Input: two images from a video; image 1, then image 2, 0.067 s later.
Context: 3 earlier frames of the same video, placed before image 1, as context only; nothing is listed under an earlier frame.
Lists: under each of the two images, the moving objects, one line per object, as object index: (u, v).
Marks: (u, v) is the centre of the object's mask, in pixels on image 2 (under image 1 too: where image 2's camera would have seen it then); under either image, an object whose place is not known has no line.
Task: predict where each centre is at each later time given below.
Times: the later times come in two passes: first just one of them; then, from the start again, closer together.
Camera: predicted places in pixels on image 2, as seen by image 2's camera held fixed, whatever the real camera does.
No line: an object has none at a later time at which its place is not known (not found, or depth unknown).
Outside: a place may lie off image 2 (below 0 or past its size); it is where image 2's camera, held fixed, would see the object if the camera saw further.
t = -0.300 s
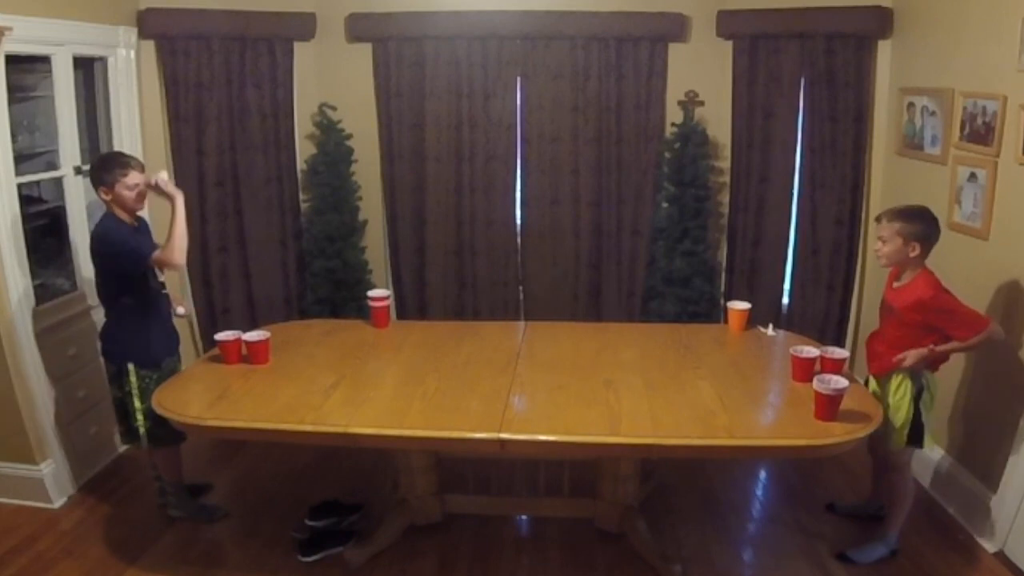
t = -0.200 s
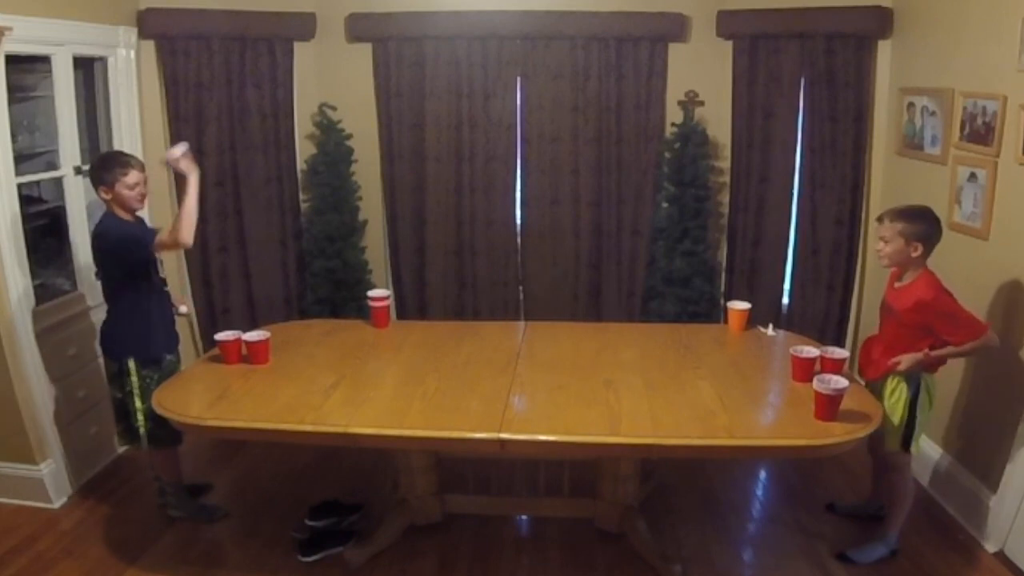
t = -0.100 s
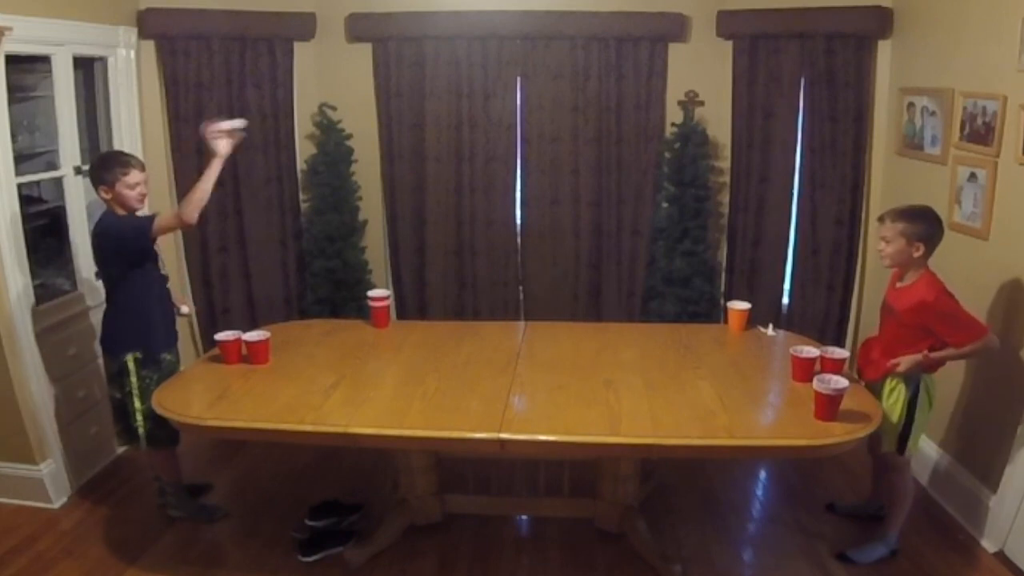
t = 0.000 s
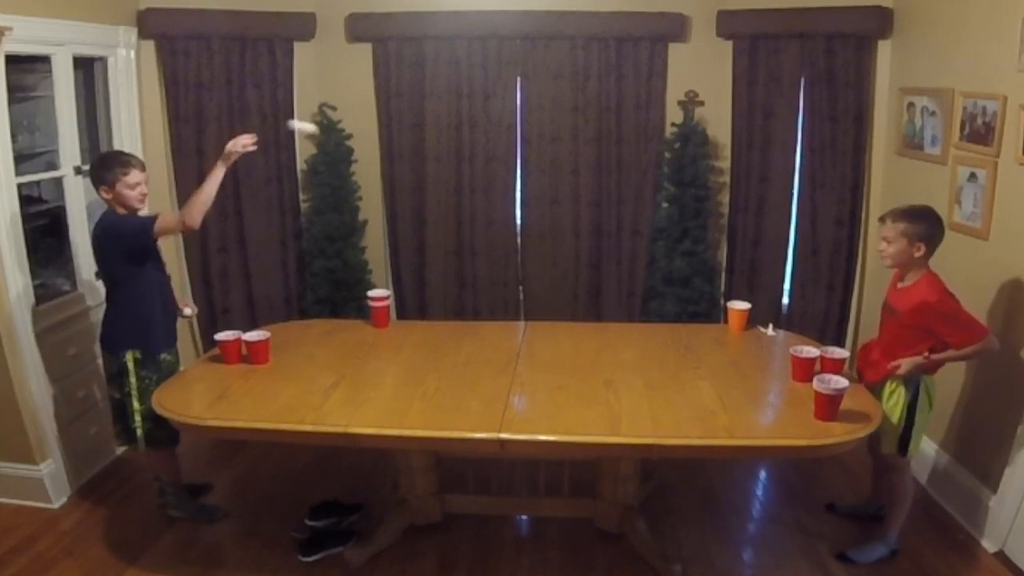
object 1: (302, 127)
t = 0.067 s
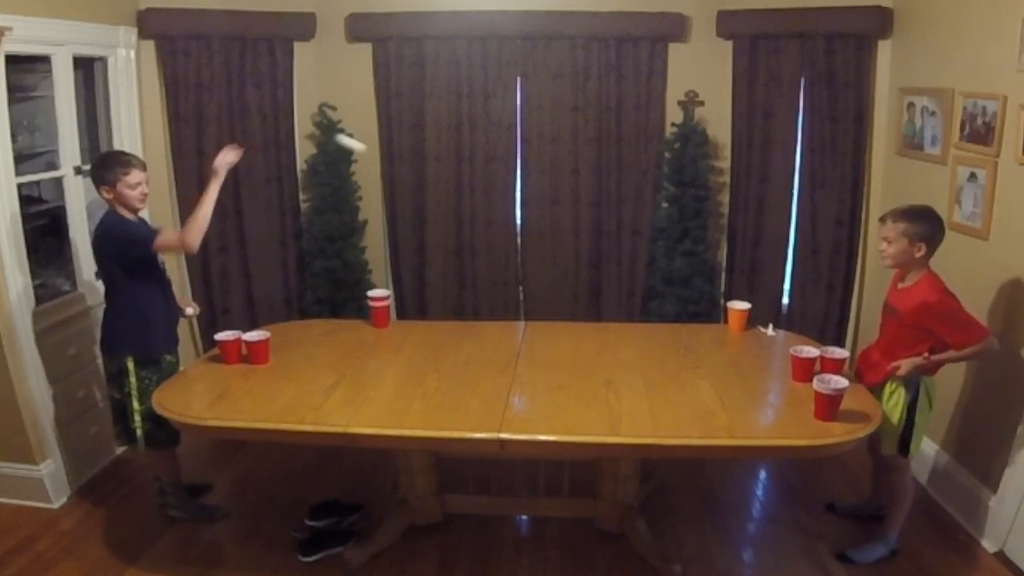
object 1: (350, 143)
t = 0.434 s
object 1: (574, 323)
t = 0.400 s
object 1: (563, 348)
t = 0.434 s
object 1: (574, 323)
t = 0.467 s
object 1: (585, 303)
